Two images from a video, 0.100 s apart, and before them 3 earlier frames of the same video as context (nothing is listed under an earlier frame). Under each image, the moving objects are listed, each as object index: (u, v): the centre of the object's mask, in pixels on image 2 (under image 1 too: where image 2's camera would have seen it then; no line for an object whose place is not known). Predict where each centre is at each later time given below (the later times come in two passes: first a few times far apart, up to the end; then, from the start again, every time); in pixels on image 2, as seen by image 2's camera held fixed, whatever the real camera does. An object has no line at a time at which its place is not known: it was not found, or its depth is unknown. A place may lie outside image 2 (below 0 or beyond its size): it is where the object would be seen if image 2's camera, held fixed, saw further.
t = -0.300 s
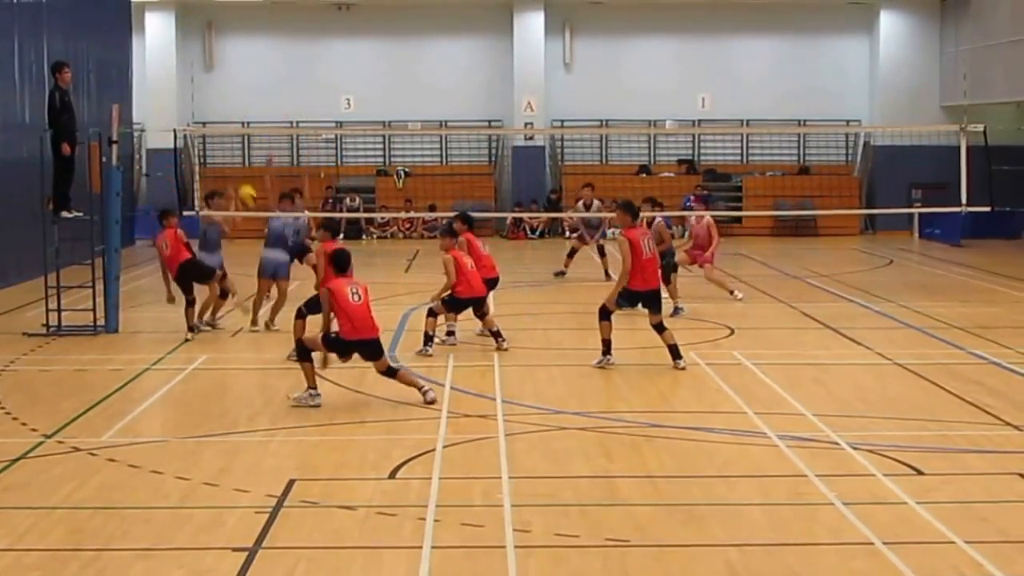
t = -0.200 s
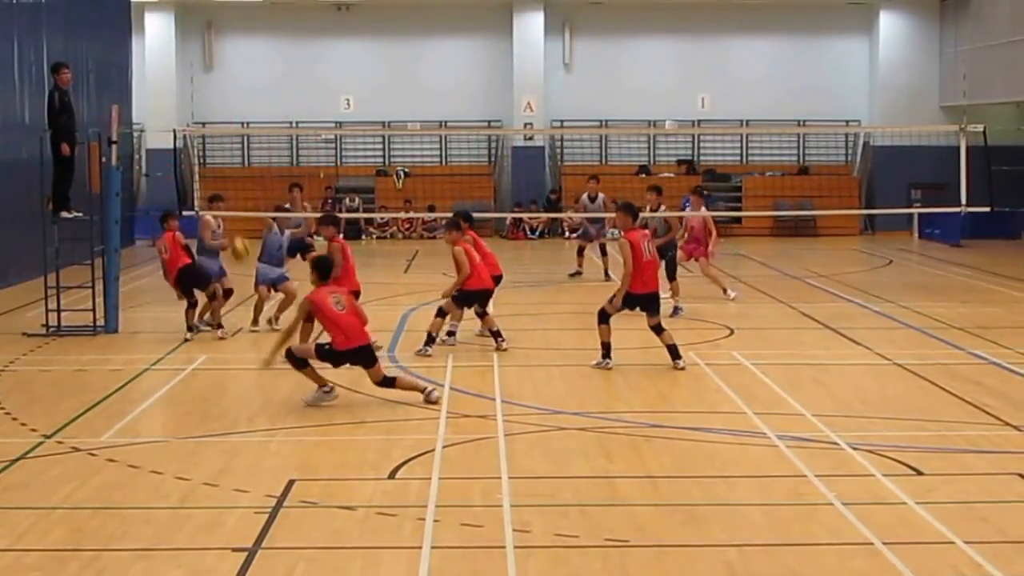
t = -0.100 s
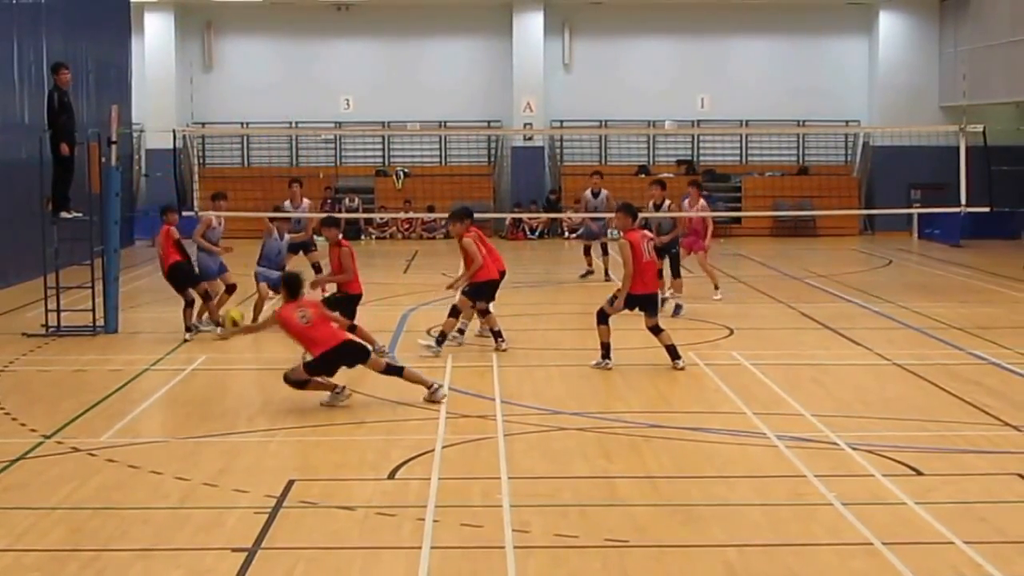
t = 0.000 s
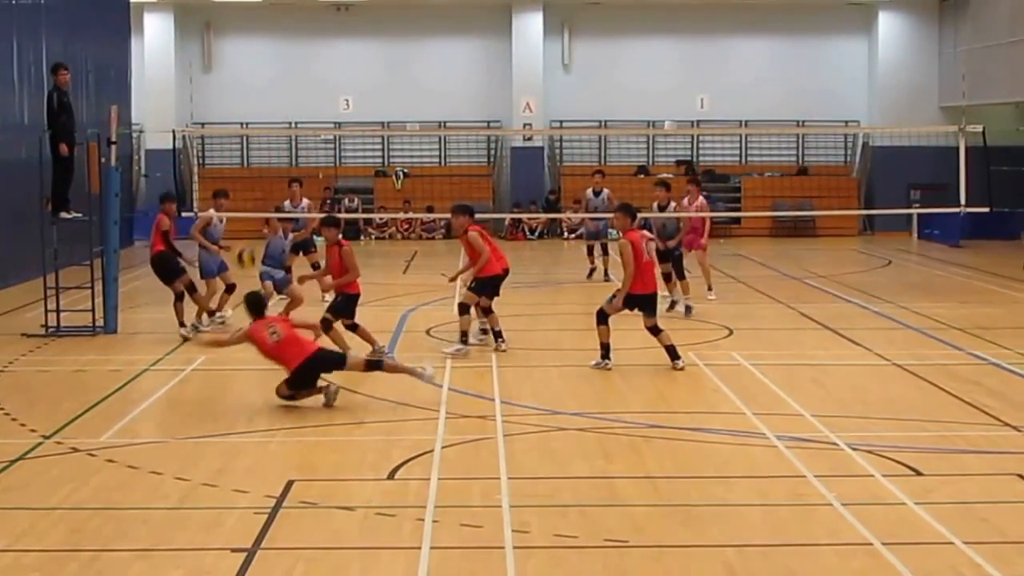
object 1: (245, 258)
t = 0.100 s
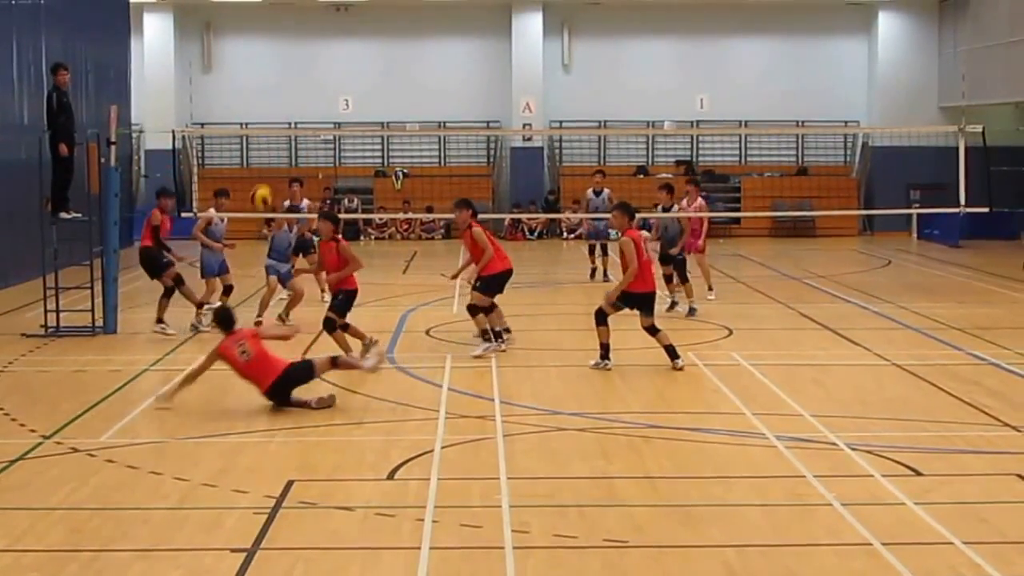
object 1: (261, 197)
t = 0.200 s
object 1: (276, 152)
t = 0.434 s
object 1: (309, 92)
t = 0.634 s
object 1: (334, 85)
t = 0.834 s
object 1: (358, 112)
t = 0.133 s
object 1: (266, 181)
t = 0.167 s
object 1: (272, 166)
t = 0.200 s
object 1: (276, 152)
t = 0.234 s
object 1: (281, 140)
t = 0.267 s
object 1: (286, 127)
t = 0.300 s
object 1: (291, 118)
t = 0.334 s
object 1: (295, 110)
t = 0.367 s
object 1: (300, 103)
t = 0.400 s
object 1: (304, 97)
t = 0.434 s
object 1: (309, 92)
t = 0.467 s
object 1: (313, 88)
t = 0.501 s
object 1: (318, 85)
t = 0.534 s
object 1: (322, 83)
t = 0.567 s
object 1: (327, 83)
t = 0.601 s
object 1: (330, 83)
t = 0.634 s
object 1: (334, 85)
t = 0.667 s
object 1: (338, 86)
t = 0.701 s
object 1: (342, 91)
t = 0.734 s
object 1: (346, 94)
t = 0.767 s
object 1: (351, 100)
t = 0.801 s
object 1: (353, 105)
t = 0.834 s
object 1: (358, 112)
